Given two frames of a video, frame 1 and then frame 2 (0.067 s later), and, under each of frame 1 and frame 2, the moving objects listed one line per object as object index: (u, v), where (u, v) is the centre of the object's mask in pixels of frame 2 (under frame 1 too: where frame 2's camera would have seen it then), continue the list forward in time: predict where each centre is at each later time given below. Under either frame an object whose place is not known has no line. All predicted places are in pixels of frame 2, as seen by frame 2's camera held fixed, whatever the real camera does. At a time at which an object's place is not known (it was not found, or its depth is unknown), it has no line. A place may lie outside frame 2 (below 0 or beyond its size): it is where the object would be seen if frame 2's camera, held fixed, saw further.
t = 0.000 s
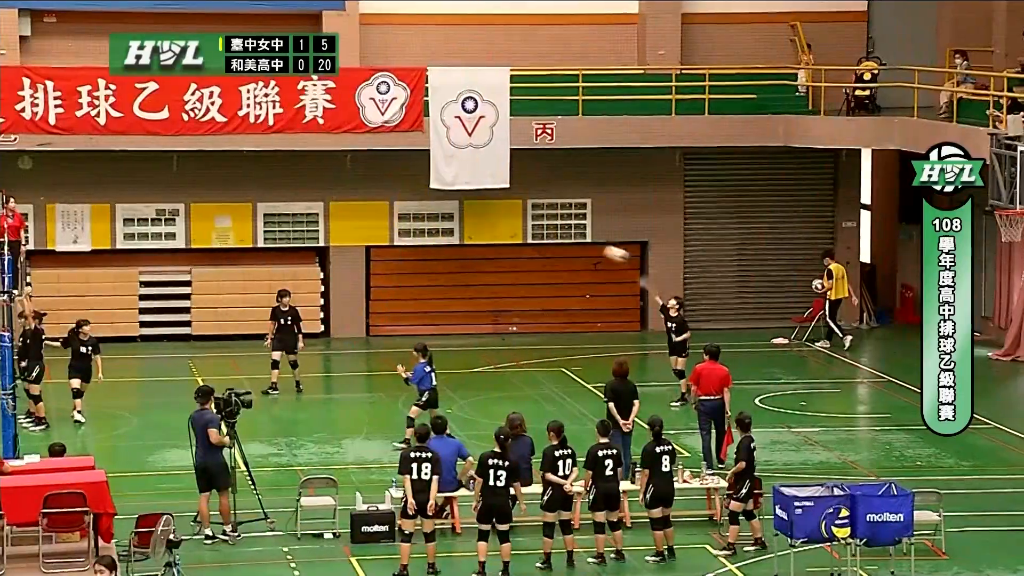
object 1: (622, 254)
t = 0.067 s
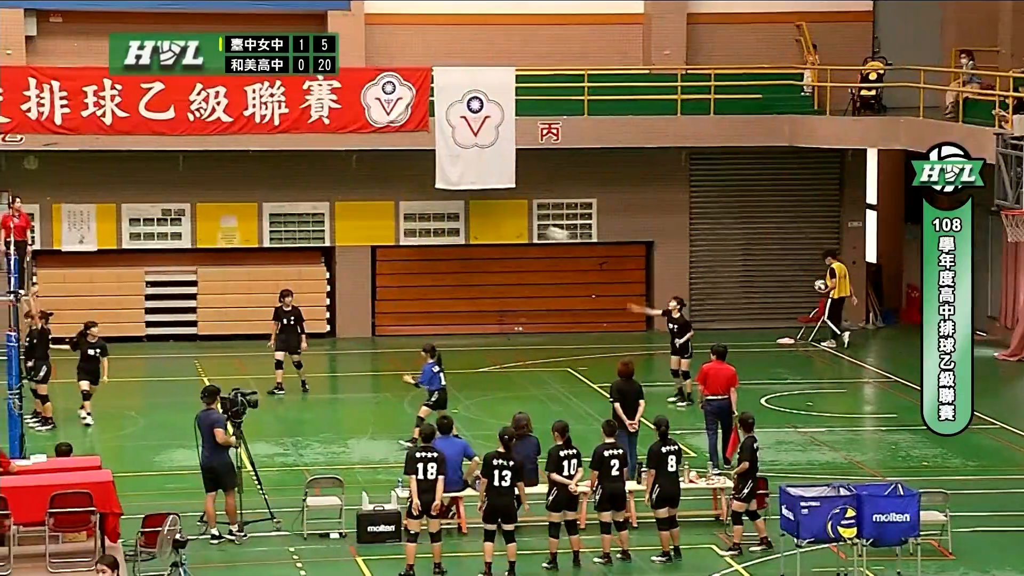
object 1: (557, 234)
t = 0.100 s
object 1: (526, 225)
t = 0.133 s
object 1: (495, 217)
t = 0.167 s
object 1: (464, 210)
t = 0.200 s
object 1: (432, 203)
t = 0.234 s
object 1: (400, 197)
